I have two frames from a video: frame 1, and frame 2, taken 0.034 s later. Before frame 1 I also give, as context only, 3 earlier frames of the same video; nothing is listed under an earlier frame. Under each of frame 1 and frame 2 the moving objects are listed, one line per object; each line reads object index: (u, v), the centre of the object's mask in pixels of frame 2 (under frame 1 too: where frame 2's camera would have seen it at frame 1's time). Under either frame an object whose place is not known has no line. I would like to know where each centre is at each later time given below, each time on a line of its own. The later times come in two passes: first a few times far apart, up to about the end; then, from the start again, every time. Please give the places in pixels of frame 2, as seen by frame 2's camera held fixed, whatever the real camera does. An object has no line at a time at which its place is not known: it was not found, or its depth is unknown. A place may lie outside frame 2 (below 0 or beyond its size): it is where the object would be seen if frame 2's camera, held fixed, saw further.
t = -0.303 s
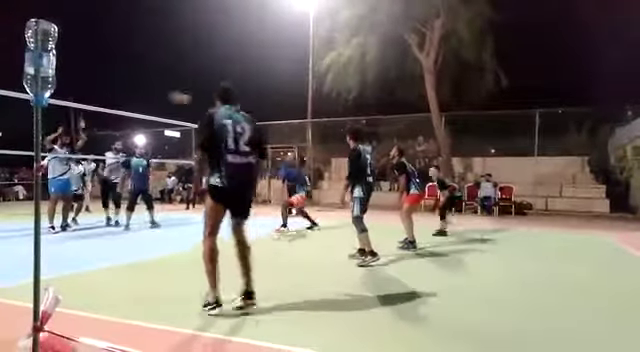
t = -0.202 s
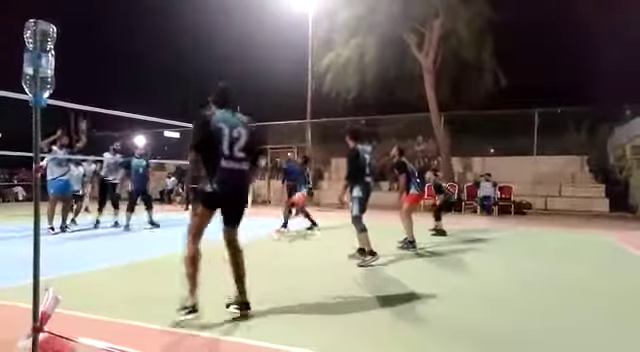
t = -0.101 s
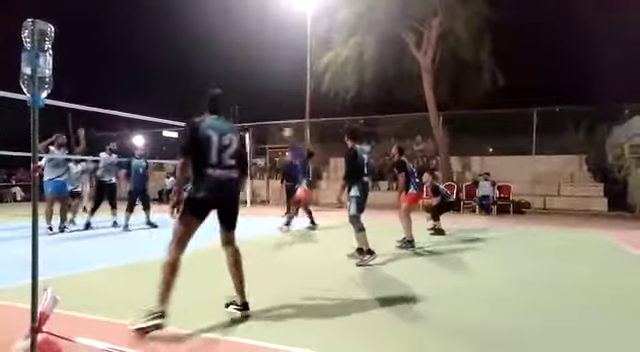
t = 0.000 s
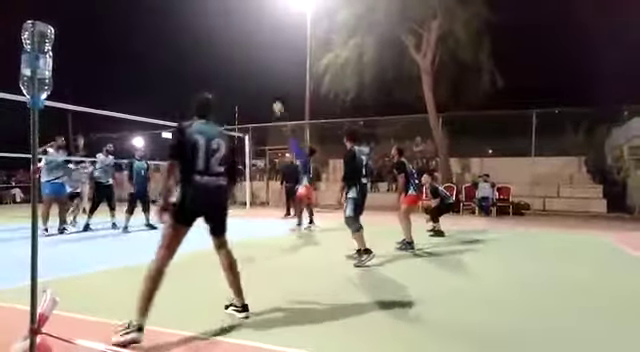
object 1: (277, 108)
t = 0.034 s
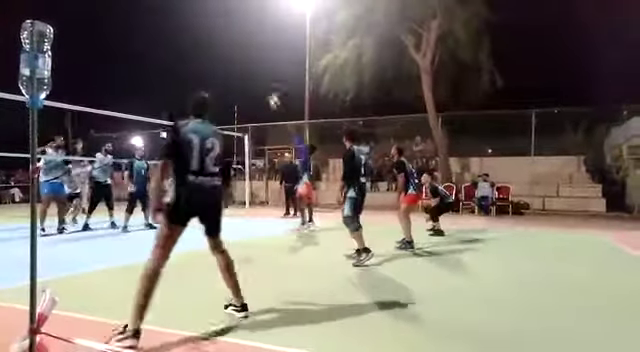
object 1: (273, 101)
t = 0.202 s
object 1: (256, 73)
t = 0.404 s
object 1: (236, 53)
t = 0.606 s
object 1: (216, 54)
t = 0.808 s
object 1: (198, 74)
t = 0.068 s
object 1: (270, 95)
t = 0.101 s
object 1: (266, 88)
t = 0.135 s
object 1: (263, 82)
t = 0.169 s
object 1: (259, 78)
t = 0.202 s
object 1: (256, 73)
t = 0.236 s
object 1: (252, 68)
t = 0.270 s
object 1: (248, 66)
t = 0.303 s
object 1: (246, 60)
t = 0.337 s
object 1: (243, 58)
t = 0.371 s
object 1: (240, 55)
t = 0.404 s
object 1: (236, 53)
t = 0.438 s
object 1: (234, 53)
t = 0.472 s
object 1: (230, 53)
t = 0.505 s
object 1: (227, 52)
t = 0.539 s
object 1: (223, 53)
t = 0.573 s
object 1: (219, 53)
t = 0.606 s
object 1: (216, 54)
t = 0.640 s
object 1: (213, 56)
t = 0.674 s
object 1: (210, 59)
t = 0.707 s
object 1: (207, 62)
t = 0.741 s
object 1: (204, 66)
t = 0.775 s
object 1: (201, 70)
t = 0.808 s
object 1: (198, 74)
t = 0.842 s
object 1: (195, 79)
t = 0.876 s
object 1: (192, 85)
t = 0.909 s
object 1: (188, 92)
